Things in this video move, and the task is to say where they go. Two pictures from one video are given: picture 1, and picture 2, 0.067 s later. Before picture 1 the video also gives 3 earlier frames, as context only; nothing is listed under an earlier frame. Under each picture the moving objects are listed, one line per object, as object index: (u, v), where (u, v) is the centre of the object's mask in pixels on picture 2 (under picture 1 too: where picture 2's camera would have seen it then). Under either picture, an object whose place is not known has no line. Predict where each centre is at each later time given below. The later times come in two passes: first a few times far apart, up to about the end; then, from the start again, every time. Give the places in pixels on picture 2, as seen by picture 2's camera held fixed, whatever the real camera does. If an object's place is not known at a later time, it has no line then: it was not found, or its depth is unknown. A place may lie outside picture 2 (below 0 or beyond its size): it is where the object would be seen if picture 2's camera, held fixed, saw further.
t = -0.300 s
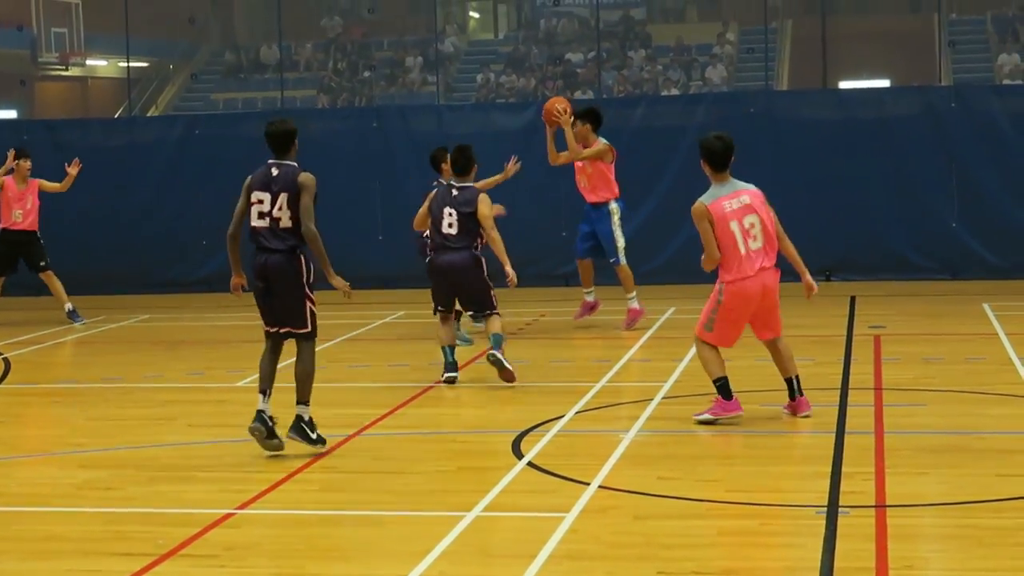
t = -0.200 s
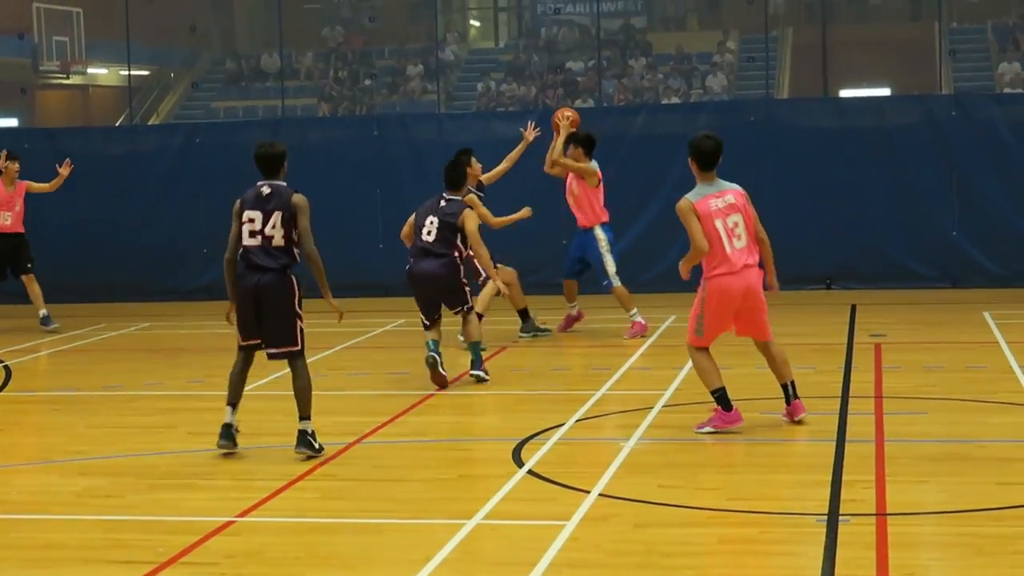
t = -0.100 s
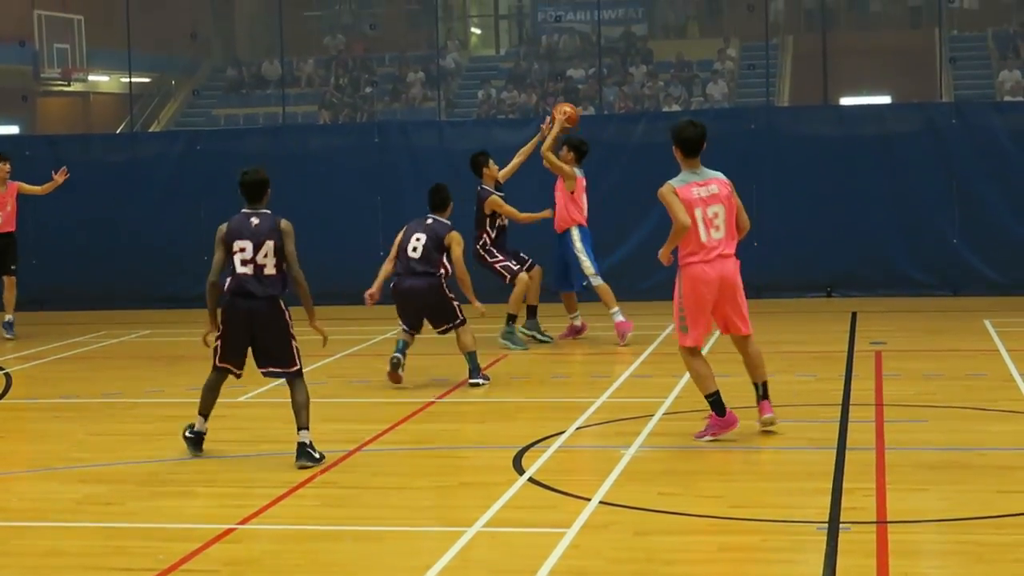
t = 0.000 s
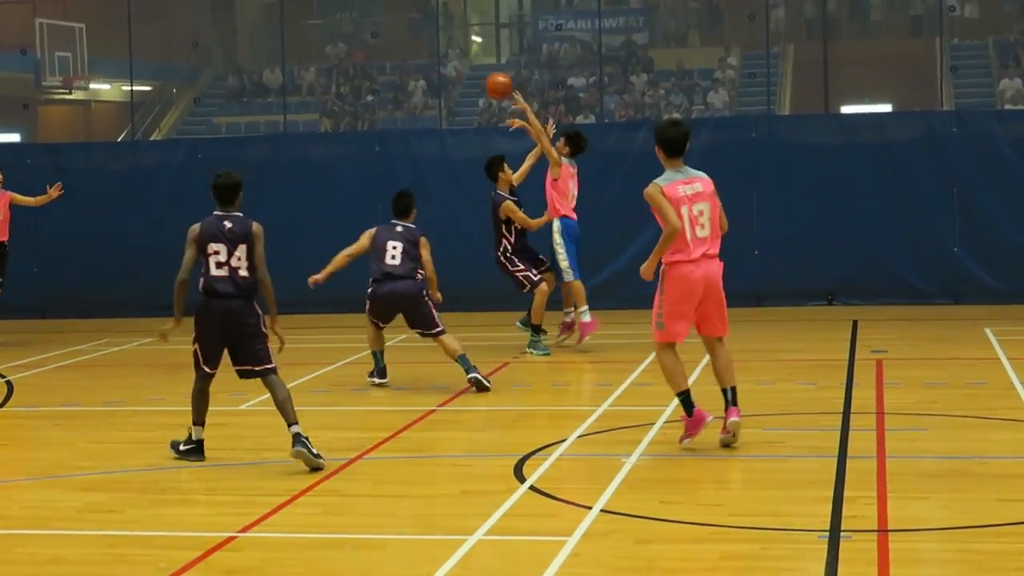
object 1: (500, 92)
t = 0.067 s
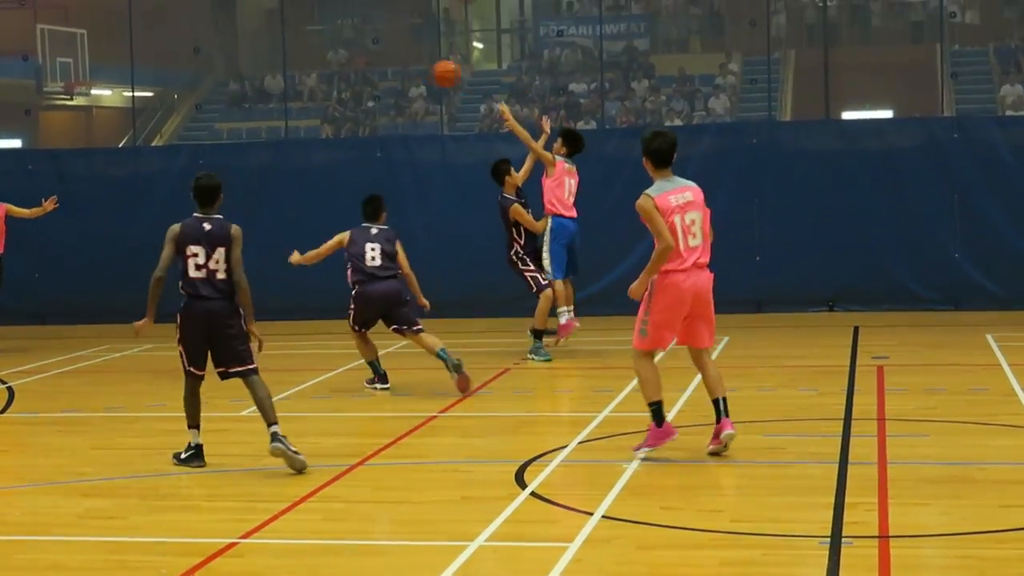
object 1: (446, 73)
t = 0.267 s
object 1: (292, 50)
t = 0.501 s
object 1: (127, 78)
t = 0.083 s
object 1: (433, 70)
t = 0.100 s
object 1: (420, 67)
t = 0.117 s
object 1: (406, 63)
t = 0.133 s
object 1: (393, 61)
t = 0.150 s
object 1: (381, 58)
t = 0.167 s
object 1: (368, 56)
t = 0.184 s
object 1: (355, 54)
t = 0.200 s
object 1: (342, 53)
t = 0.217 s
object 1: (329, 51)
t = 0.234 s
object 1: (317, 51)
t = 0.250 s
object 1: (305, 50)
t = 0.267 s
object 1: (292, 50)
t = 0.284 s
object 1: (280, 50)
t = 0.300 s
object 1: (268, 50)
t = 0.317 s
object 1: (255, 51)
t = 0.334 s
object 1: (243, 52)
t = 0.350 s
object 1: (231, 53)
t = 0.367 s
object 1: (218, 55)
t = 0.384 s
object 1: (207, 57)
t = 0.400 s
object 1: (196, 59)
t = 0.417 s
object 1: (184, 61)
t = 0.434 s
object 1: (172, 64)
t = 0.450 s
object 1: (160, 68)
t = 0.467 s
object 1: (149, 70)
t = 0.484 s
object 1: (138, 74)
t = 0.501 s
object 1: (127, 78)
